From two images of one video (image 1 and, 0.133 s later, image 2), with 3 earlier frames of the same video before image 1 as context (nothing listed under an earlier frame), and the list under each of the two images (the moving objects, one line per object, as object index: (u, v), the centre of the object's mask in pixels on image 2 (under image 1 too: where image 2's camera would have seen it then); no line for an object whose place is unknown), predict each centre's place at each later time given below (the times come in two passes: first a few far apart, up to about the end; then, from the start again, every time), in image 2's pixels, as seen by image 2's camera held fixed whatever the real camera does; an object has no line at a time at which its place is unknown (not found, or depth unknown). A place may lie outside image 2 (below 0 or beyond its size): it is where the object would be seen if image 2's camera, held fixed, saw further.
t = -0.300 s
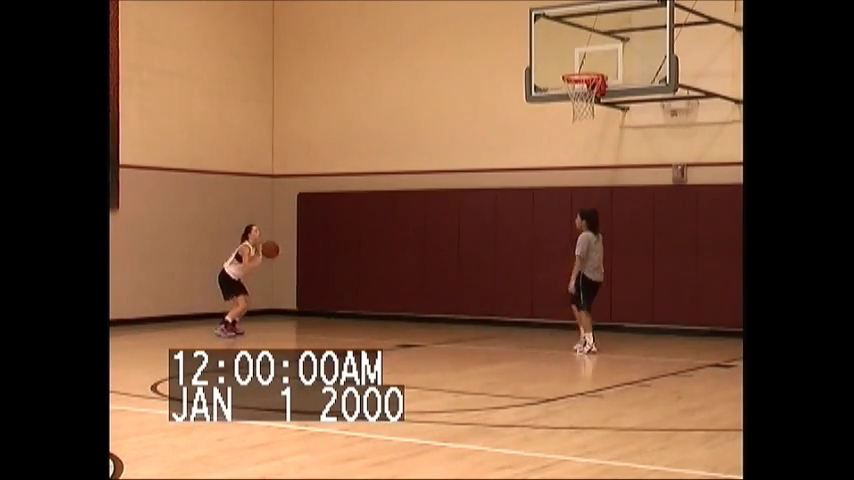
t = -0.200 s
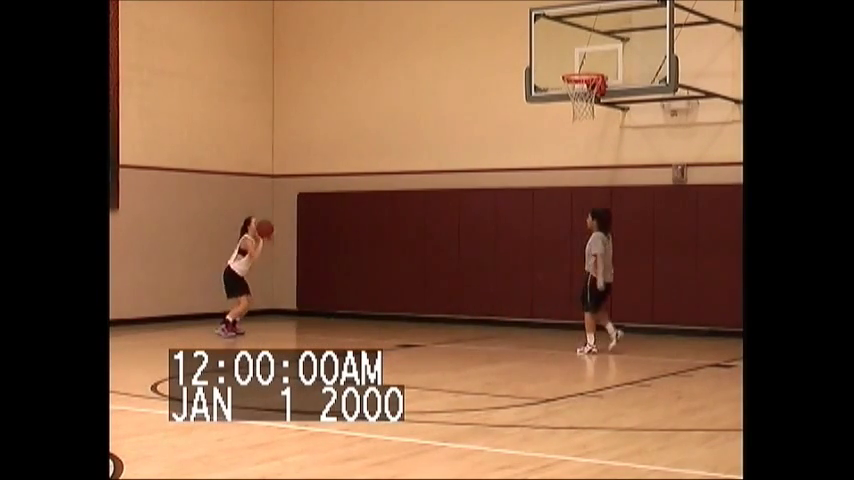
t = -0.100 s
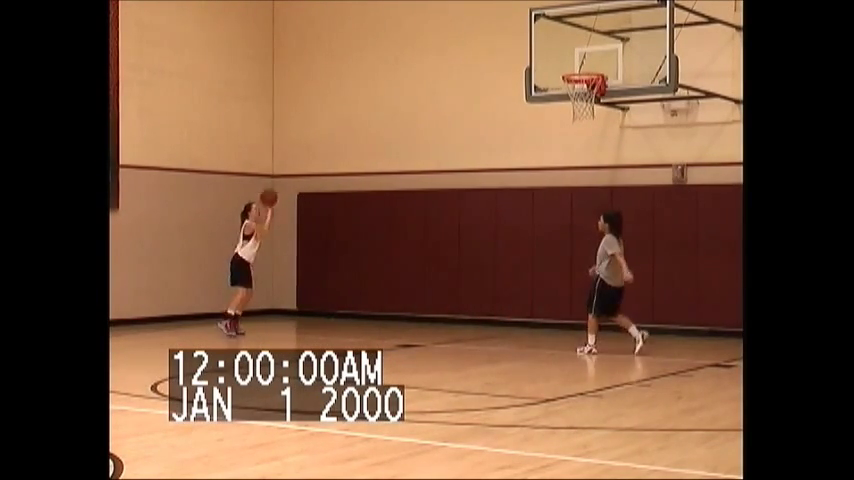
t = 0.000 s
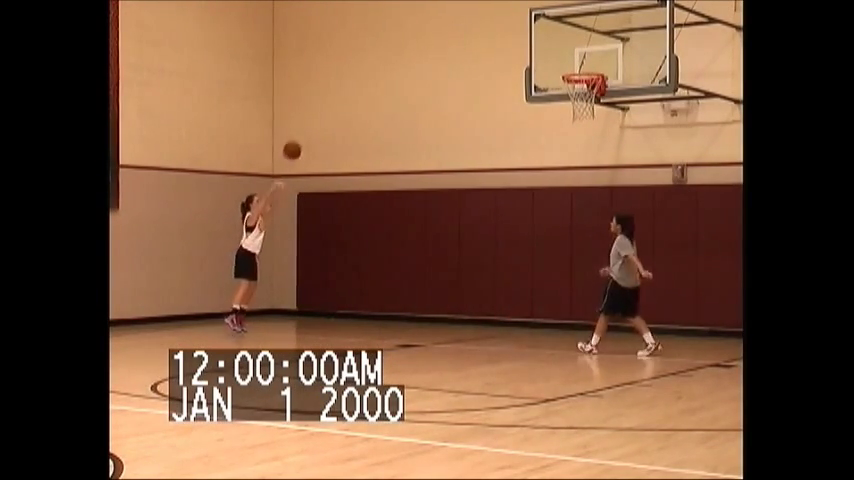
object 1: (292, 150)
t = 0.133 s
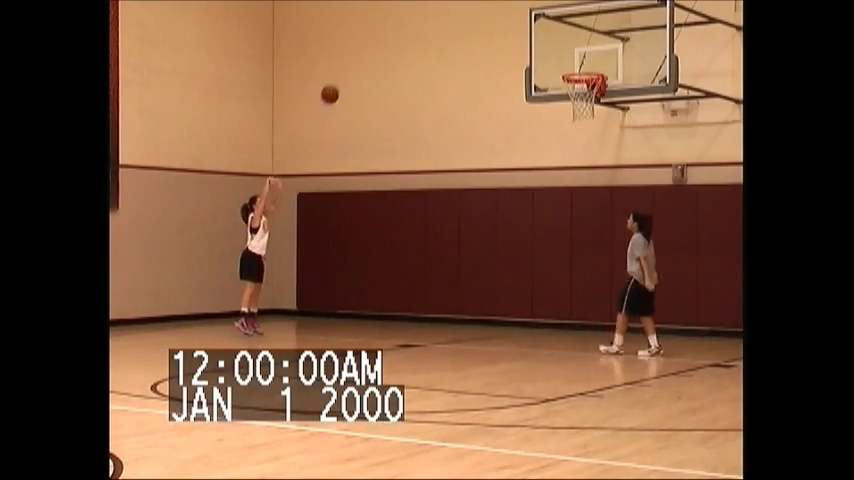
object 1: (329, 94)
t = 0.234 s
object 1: (358, 61)
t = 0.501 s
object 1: (437, 11)
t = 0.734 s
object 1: (507, 14)
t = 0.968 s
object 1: (579, 63)
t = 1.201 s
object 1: (575, 91)
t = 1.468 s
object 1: (563, 108)
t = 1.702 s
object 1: (558, 171)
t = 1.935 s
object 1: (553, 274)
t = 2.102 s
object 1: (552, 317)
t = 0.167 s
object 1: (339, 82)
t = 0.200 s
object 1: (348, 71)
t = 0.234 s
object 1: (358, 61)
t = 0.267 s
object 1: (368, 52)
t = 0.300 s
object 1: (377, 44)
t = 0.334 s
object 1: (387, 36)
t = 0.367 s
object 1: (397, 29)
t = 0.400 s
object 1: (407, 23)
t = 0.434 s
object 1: (417, 18)
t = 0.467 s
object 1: (427, 14)
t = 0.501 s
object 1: (437, 11)
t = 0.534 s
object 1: (447, 9)
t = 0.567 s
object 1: (456, 8)
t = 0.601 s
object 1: (466, 8)
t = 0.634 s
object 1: (476, 8)
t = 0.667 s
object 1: (487, 9)
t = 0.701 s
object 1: (497, 11)
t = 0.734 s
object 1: (507, 14)
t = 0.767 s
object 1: (517, 19)
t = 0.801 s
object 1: (527, 24)
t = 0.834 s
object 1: (538, 30)
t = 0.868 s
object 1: (548, 37)
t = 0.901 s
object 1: (558, 45)
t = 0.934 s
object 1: (568, 54)
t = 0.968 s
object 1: (579, 63)
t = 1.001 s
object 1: (590, 73)
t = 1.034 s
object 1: (591, 80)
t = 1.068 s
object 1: (586, 87)
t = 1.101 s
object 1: (584, 92)
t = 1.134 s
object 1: (582, 92)
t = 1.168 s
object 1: (579, 92)
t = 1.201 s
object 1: (575, 91)
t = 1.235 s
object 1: (573, 90)
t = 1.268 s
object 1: (571, 90)
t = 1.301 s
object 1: (569, 91)
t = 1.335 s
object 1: (567, 93)
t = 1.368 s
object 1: (565, 96)
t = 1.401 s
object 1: (564, 99)
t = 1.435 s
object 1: (564, 103)
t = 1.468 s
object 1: (563, 108)
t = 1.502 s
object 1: (562, 115)
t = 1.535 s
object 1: (562, 122)
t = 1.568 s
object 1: (561, 130)
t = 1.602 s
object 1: (560, 139)
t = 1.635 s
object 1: (559, 149)
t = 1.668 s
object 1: (558, 159)
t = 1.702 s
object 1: (558, 171)
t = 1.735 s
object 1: (558, 181)
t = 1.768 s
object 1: (553, 193)
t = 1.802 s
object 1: (553, 208)
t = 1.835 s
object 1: (554, 223)
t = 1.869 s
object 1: (552, 241)
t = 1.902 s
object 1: (552, 258)
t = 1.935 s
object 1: (553, 274)
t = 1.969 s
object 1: (552, 292)
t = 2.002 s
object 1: (551, 313)
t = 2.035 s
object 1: (552, 334)
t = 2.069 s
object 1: (552, 329)
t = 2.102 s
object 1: (552, 317)
